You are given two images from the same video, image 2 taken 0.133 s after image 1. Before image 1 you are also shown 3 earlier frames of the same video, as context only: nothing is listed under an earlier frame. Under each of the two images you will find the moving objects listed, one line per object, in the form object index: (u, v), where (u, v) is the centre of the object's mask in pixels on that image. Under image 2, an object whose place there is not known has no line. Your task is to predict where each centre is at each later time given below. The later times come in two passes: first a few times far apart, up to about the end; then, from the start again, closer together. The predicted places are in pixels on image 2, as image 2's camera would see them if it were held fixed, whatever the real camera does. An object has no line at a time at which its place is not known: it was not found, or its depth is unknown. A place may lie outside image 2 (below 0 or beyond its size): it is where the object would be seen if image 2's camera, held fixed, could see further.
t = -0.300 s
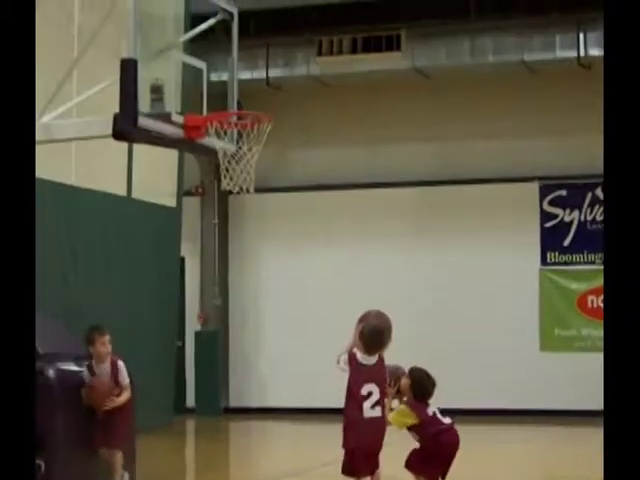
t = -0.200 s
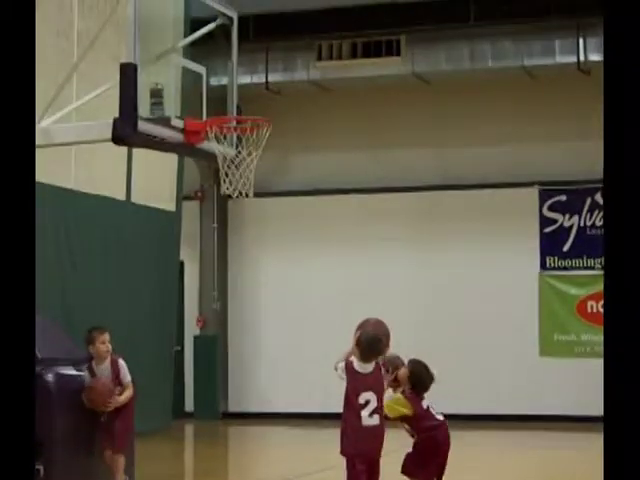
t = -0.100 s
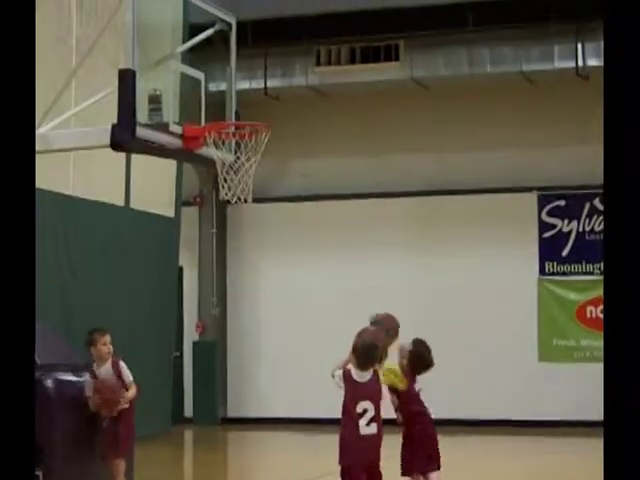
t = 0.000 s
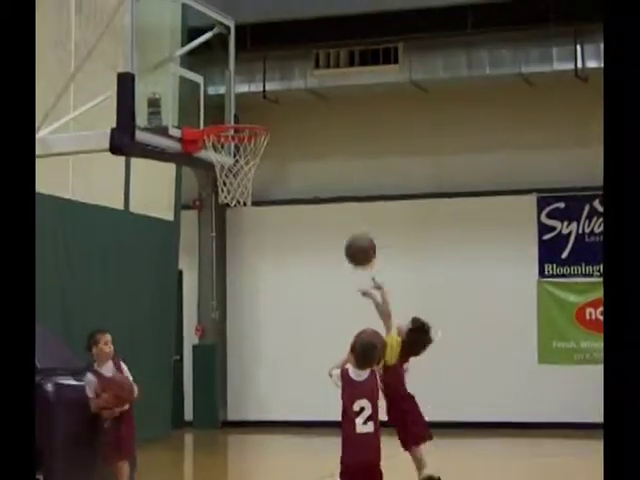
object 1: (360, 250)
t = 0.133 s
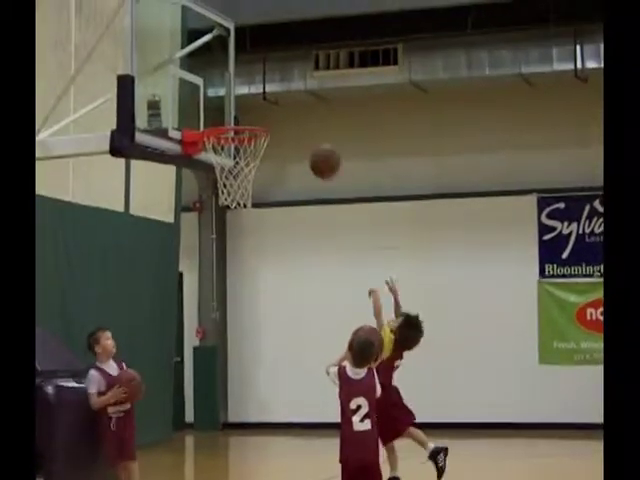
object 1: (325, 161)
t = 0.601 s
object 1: (203, 71)
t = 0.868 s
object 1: (213, 154)
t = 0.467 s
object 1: (238, 63)
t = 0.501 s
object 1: (230, 63)
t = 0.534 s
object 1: (221, 65)
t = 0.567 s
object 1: (213, 67)
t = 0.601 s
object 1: (203, 71)
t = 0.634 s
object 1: (195, 78)
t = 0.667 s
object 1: (186, 86)
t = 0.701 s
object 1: (178, 98)
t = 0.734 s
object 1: (184, 104)
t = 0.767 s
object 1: (192, 110)
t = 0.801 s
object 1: (199, 125)
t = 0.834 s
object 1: (206, 139)
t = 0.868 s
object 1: (213, 154)
